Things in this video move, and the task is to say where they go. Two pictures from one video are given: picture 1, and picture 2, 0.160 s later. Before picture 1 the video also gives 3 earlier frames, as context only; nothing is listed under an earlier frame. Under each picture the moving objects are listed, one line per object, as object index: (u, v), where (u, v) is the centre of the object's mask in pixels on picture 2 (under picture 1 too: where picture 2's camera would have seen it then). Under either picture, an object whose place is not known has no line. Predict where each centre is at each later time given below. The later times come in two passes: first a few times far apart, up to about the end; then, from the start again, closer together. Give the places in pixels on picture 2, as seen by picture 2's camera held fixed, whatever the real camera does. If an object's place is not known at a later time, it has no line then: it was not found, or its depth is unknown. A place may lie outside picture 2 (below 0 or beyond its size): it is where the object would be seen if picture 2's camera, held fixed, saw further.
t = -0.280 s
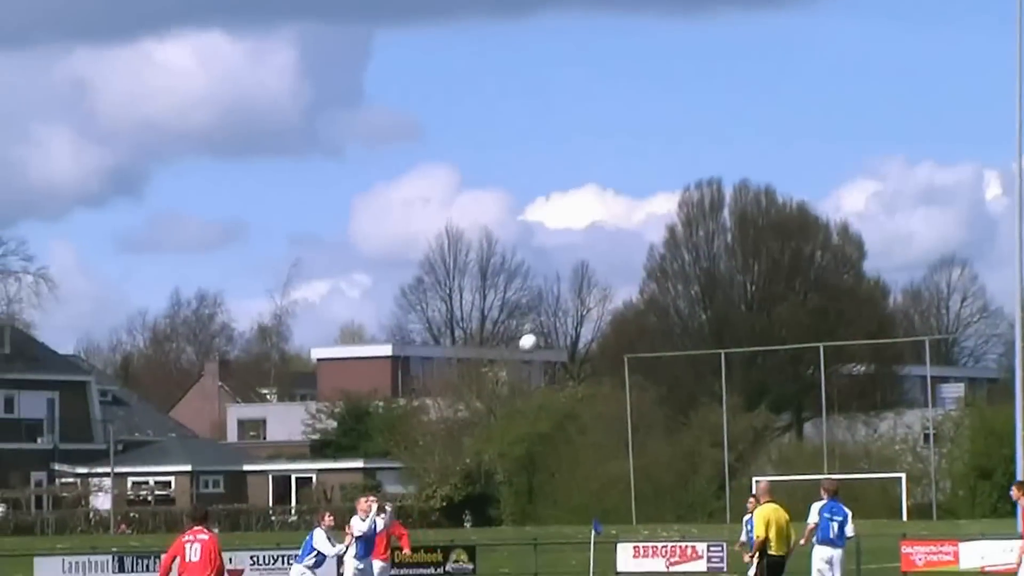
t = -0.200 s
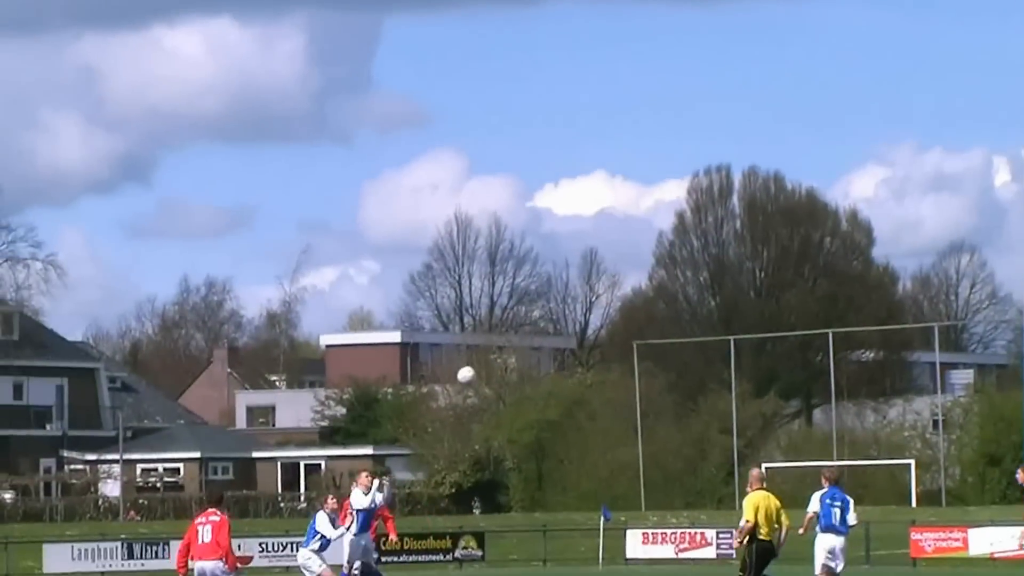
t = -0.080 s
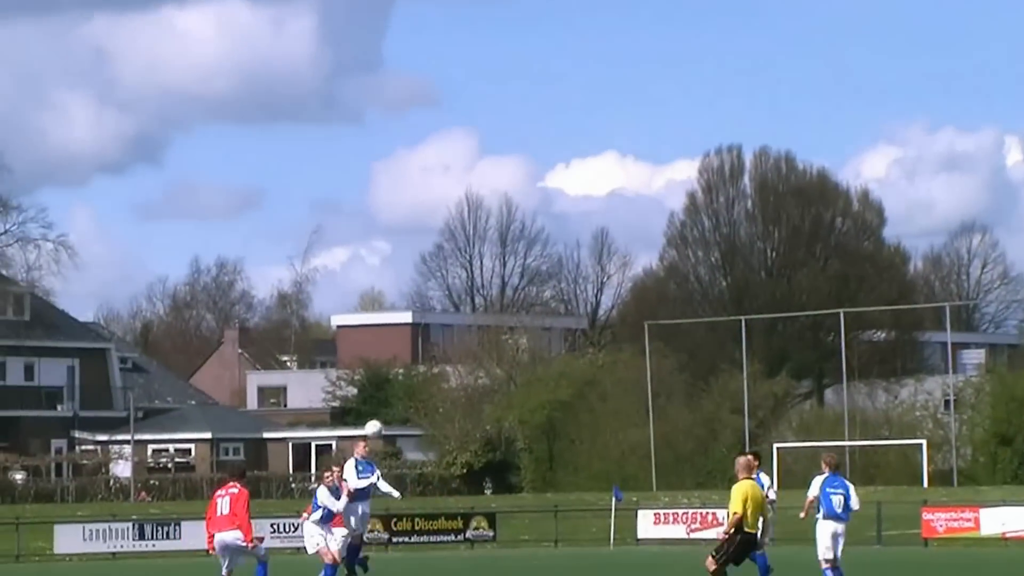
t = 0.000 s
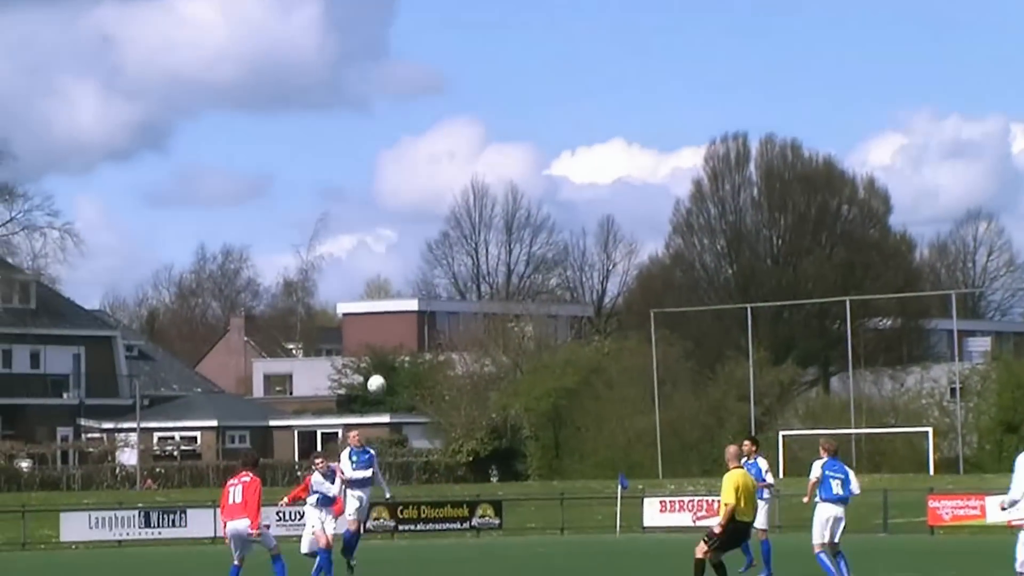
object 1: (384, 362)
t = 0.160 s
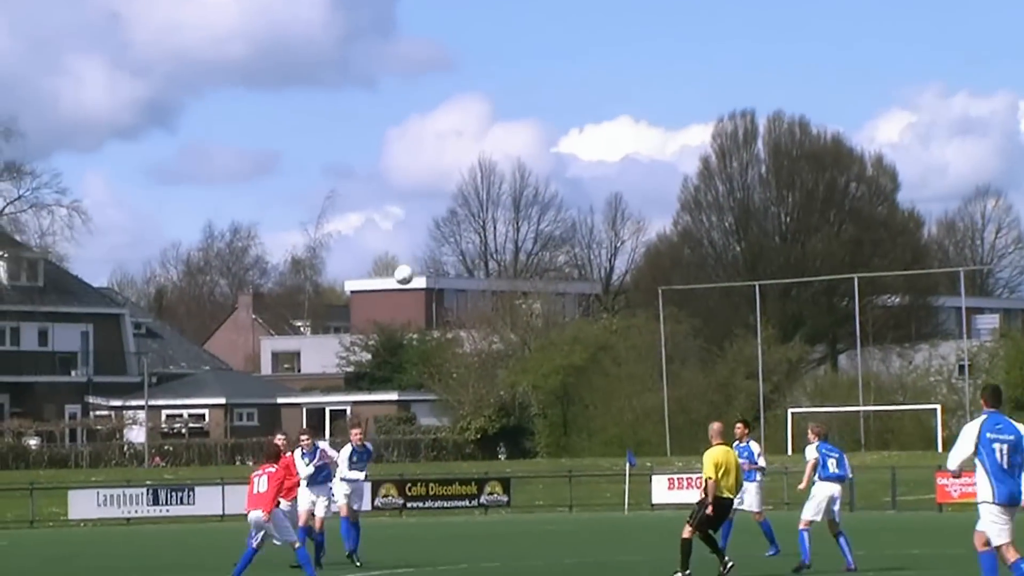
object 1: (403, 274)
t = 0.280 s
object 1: (417, 223)
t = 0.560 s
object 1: (444, 147)
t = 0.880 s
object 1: (476, 147)
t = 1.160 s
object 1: (508, 234)
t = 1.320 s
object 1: (531, 322)
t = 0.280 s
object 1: (417, 223)
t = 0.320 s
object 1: (421, 208)
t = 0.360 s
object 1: (425, 194)
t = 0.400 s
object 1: (429, 182)
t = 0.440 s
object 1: (433, 171)
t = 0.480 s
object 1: (436, 162)
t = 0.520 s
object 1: (440, 154)
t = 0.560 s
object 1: (444, 147)
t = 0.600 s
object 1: (448, 141)
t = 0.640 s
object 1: (452, 137)
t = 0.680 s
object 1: (456, 135)
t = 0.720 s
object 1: (460, 135)
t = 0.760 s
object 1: (464, 135)
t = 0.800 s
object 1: (467, 137)
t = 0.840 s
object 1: (472, 141)
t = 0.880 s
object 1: (476, 147)
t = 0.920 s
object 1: (481, 154)
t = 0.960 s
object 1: (485, 163)
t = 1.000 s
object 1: (489, 173)
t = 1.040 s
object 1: (494, 186)
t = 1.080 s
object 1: (499, 200)
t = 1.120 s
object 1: (504, 216)
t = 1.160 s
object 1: (508, 234)
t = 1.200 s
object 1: (514, 252)
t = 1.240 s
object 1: (520, 274)
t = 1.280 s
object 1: (526, 298)
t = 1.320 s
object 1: (531, 322)
